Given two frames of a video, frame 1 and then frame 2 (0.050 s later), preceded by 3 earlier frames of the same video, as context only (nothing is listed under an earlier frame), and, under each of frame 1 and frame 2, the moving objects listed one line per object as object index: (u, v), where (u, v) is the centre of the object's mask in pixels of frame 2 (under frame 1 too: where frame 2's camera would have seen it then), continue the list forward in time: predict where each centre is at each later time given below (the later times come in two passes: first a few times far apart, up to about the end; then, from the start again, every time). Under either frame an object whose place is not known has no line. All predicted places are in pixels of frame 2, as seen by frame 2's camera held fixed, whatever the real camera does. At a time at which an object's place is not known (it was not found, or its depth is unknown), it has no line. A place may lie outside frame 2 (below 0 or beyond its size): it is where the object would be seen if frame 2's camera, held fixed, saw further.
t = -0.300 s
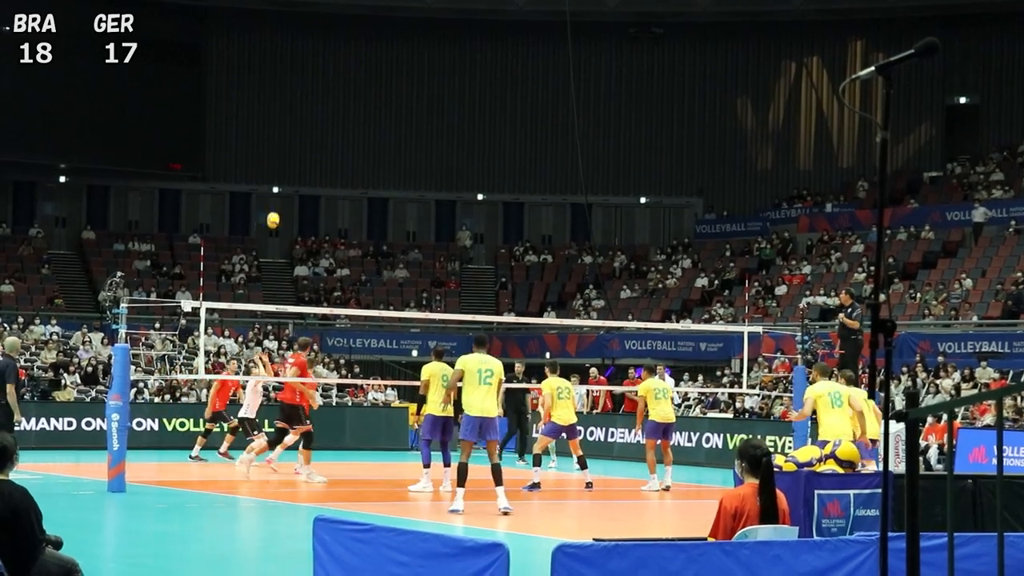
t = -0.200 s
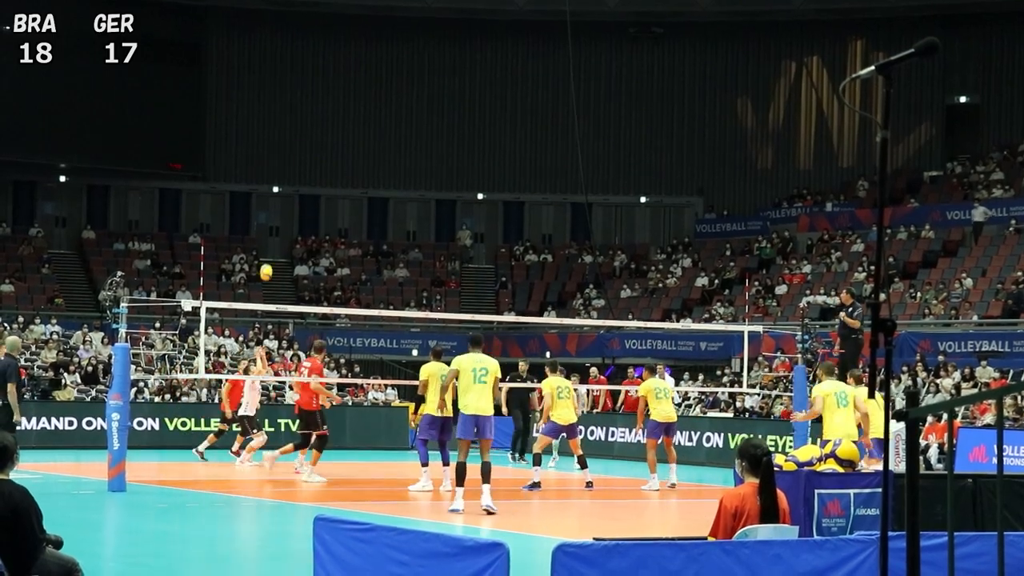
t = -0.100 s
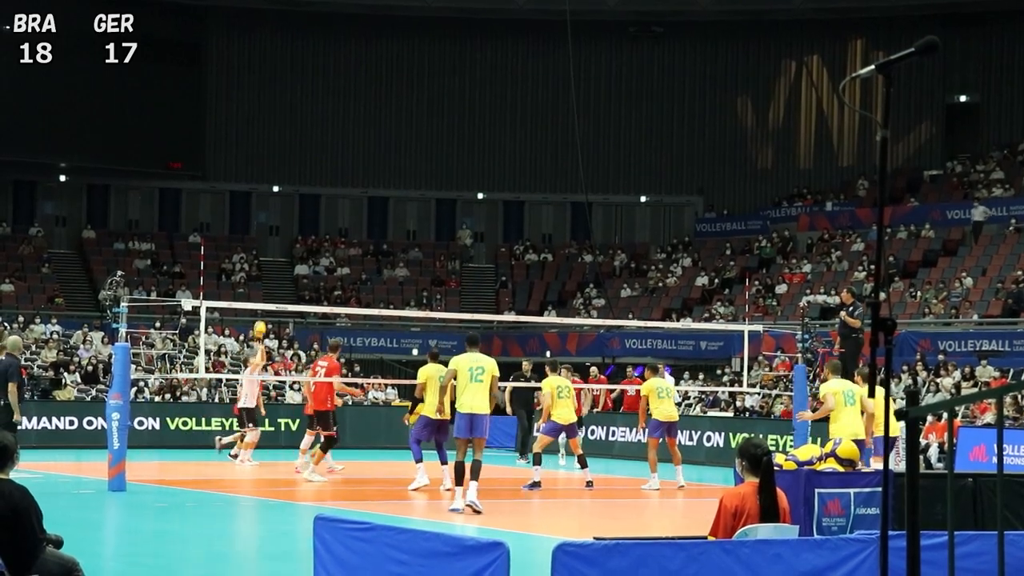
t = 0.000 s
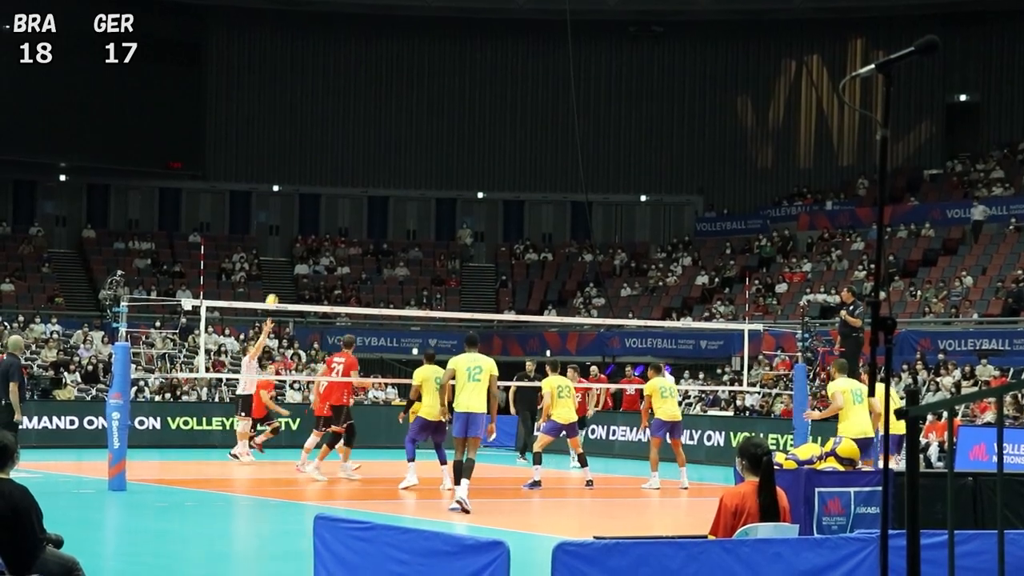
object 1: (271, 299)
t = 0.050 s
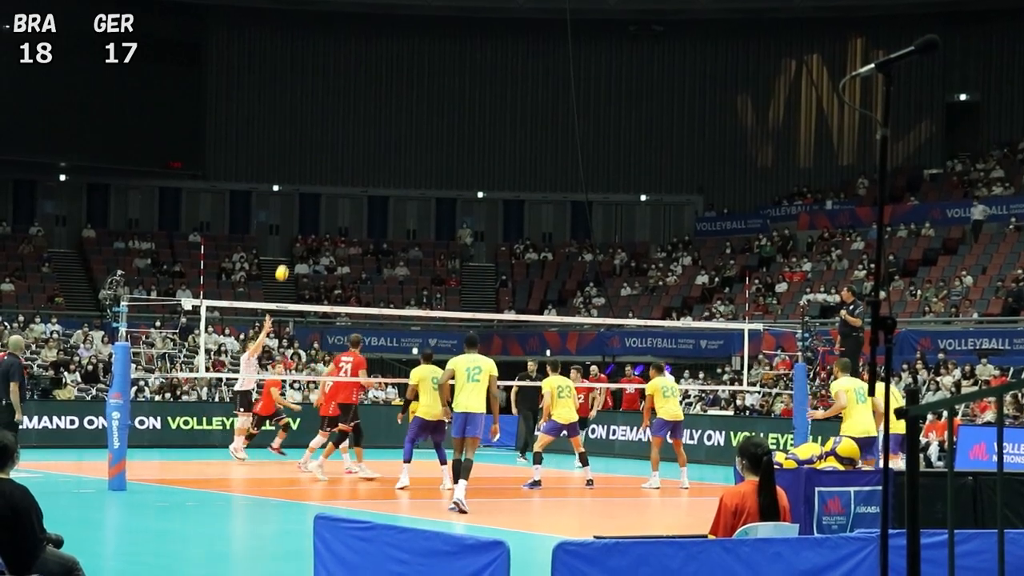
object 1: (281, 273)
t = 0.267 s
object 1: (326, 167)
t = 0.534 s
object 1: (378, 76)
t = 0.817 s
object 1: (431, 29)
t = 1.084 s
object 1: (479, 29)
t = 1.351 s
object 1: (525, 70)
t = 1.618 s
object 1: (569, 154)
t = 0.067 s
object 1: (285, 264)
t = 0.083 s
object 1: (288, 254)
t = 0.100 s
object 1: (292, 246)
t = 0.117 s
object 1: (296, 237)
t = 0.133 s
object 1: (299, 228)
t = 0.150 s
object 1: (302, 220)
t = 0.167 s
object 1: (306, 212)
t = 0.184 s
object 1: (309, 204)
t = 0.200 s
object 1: (313, 196)
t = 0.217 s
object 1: (316, 188)
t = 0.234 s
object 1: (319, 181)
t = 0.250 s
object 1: (323, 174)
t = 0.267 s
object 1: (326, 167)
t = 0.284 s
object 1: (329, 159)
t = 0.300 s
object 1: (333, 153)
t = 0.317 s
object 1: (336, 146)
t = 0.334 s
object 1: (339, 140)
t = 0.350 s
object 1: (342, 134)
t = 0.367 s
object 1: (346, 127)
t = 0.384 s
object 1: (349, 122)
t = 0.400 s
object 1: (352, 116)
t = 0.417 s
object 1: (355, 110)
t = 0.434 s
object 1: (358, 105)
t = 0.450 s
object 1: (362, 100)
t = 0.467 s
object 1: (365, 95)
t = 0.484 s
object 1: (368, 90)
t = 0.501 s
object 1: (371, 85)
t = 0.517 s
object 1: (374, 81)
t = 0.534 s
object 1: (378, 76)
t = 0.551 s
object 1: (381, 72)
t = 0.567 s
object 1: (384, 68)
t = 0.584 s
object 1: (387, 64)
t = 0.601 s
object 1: (390, 61)
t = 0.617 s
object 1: (394, 57)
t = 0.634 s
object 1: (397, 54)
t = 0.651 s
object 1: (400, 51)
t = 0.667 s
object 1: (403, 48)
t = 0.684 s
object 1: (406, 45)
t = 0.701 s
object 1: (409, 42)
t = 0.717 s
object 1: (412, 40)
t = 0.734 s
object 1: (415, 38)
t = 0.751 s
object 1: (418, 36)
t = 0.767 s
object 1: (422, 34)
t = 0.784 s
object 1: (425, 32)
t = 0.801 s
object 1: (428, 30)
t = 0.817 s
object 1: (431, 29)
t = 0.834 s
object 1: (434, 28)
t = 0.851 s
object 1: (437, 26)
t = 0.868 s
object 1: (440, 25)
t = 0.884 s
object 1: (443, 25)
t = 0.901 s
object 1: (446, 24)
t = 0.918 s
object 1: (449, 24)
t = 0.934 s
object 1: (452, 24)
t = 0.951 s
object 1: (455, 23)
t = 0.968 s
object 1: (458, 24)
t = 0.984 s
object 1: (461, 24)
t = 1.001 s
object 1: (464, 24)
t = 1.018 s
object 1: (467, 25)
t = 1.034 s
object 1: (470, 25)
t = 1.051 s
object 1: (473, 26)
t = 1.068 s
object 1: (476, 27)
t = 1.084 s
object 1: (479, 29)
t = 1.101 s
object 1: (482, 30)
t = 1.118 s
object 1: (485, 31)
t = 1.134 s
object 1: (488, 33)
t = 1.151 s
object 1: (491, 35)
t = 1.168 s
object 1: (494, 37)
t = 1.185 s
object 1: (497, 39)
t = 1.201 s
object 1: (500, 41)
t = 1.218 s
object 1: (503, 44)
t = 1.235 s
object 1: (506, 47)
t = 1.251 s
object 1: (509, 50)
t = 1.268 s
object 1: (511, 53)
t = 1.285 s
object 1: (514, 56)
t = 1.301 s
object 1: (517, 59)
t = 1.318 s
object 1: (520, 63)
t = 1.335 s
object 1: (523, 66)
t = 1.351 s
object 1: (525, 70)
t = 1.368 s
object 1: (528, 74)
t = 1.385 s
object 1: (531, 79)
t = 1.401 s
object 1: (534, 83)
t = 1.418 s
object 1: (537, 88)
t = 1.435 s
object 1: (539, 92)
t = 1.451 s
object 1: (542, 97)
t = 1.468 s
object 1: (545, 102)
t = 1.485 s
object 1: (548, 107)
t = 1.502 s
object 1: (550, 112)
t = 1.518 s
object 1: (553, 118)
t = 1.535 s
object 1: (555, 123)
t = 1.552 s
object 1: (558, 129)
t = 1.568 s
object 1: (561, 135)
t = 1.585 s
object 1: (563, 141)
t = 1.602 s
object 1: (566, 147)
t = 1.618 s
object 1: (569, 154)
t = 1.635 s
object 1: (571, 160)
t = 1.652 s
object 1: (574, 167)
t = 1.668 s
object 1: (576, 174)
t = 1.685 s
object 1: (579, 181)
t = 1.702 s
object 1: (581, 188)
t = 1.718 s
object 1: (583, 196)
